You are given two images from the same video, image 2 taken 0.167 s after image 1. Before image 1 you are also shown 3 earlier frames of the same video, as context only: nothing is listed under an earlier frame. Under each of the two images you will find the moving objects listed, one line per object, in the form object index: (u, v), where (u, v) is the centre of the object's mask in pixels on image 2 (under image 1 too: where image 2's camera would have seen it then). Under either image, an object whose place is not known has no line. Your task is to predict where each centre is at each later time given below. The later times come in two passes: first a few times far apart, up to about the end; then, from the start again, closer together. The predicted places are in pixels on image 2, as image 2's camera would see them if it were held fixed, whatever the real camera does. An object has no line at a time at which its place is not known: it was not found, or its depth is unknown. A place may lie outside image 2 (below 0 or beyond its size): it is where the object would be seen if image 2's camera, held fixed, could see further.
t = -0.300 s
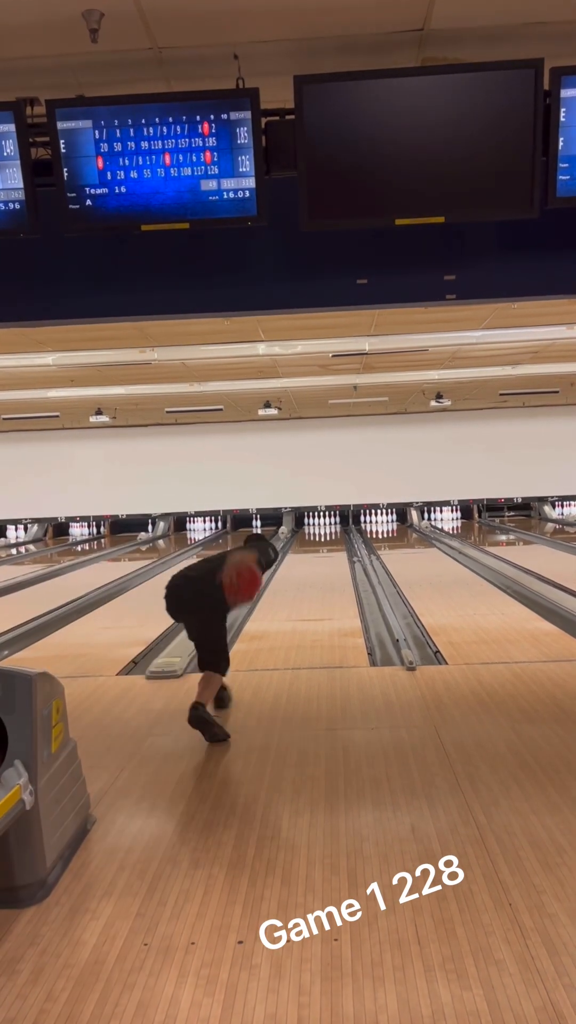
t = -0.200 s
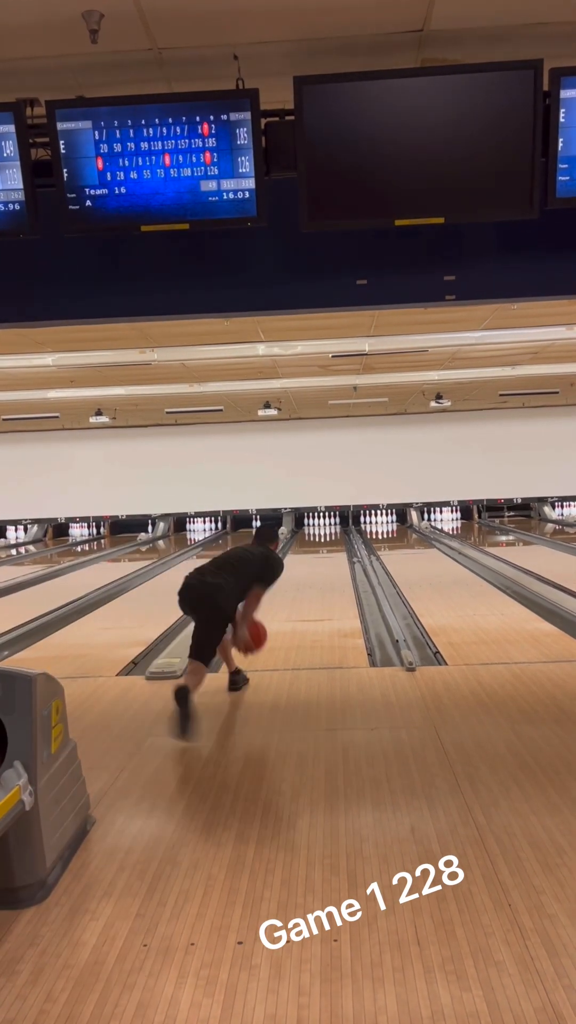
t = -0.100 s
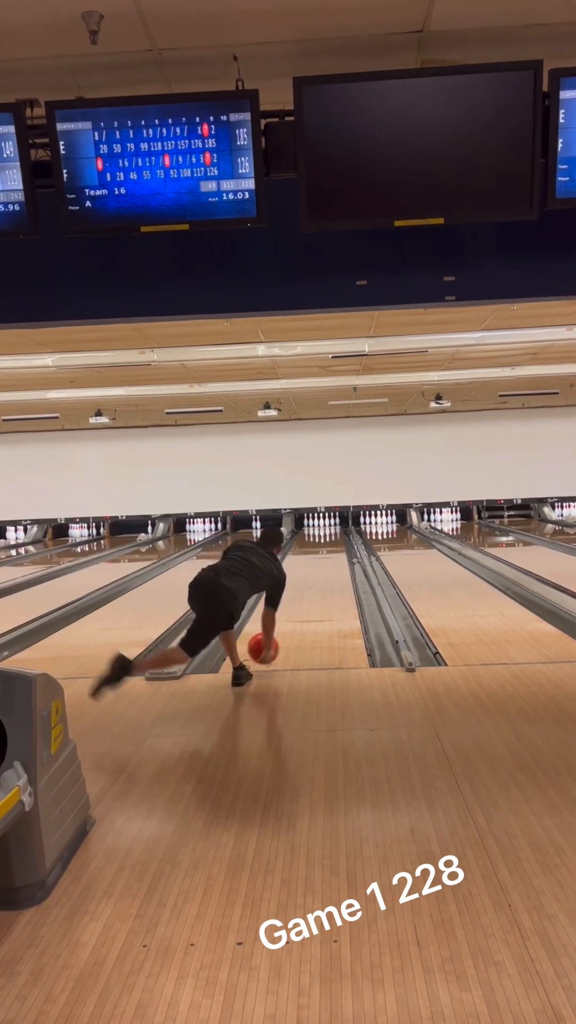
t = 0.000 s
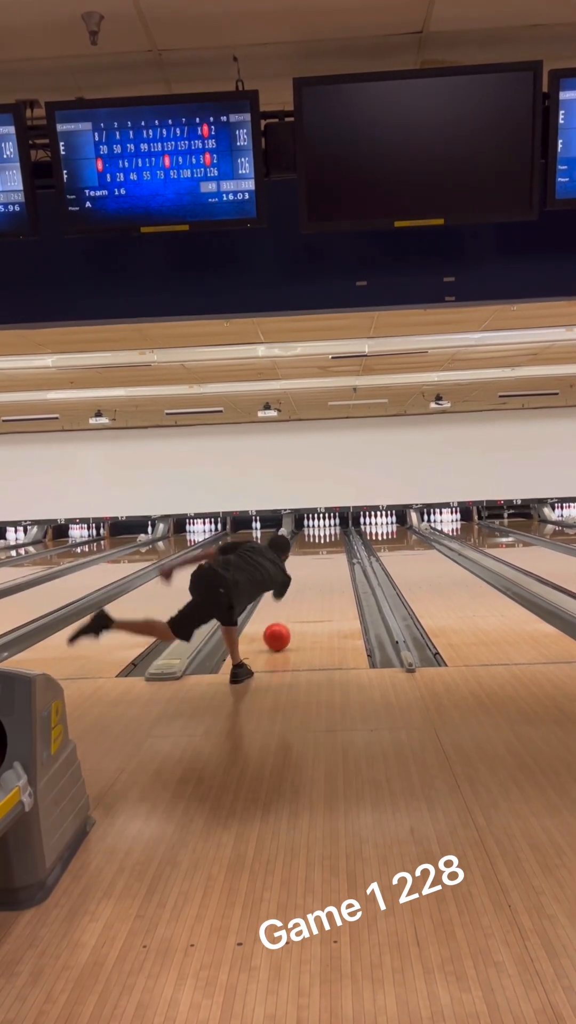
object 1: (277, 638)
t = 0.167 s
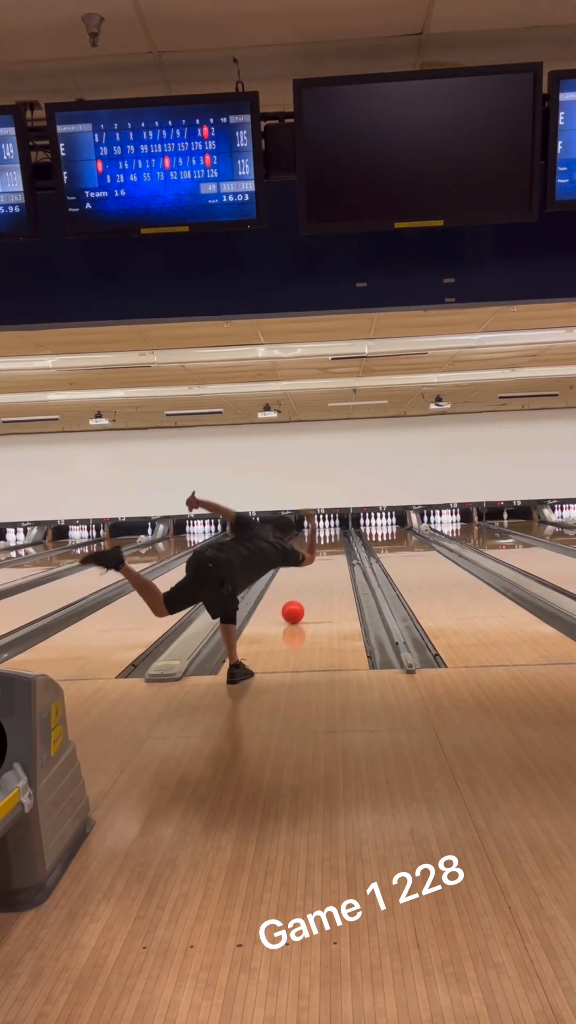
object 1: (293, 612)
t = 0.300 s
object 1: (302, 597)
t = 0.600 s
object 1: (317, 573)
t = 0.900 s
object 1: (326, 558)
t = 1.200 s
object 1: (331, 546)
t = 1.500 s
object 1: (334, 538)
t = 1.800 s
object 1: (334, 532)
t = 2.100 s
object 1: (327, 527)
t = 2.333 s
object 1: (322, 525)
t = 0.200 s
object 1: (295, 608)
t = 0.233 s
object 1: (298, 604)
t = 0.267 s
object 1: (300, 600)
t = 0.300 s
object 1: (302, 597)
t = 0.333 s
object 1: (304, 594)
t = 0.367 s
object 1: (306, 591)
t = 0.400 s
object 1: (308, 588)
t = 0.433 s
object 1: (309, 585)
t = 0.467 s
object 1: (307, 586)
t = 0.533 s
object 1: (314, 577)
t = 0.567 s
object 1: (315, 575)
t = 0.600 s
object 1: (317, 573)
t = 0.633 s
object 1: (318, 571)
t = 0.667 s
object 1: (319, 569)
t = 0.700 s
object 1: (320, 567)
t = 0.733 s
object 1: (321, 565)
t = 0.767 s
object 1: (322, 564)
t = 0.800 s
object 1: (323, 562)
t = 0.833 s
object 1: (324, 560)
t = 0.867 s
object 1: (325, 559)
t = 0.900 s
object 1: (326, 558)
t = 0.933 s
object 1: (326, 556)
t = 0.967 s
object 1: (327, 555)
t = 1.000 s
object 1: (328, 554)
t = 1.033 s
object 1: (328, 553)
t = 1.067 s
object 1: (329, 551)
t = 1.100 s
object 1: (330, 550)
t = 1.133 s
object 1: (330, 549)
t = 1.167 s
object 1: (331, 548)
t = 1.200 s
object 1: (331, 546)
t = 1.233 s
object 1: (332, 545)
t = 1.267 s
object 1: (332, 544)
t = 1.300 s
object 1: (333, 543)
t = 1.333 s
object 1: (333, 542)
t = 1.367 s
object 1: (333, 541)
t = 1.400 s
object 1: (333, 541)
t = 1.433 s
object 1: (334, 540)
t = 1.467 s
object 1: (334, 539)
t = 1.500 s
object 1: (334, 538)
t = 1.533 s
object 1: (334, 538)
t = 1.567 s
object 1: (335, 537)
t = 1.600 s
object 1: (335, 536)
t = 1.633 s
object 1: (335, 535)
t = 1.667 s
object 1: (335, 535)
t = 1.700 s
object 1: (335, 534)
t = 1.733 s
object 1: (335, 534)
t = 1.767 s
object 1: (334, 532)
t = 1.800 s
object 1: (334, 532)
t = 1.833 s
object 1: (334, 531)
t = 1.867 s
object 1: (333, 531)
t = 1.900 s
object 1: (332, 530)
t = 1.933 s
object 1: (332, 530)
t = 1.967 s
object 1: (331, 529)
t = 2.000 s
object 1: (331, 529)
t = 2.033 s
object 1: (330, 528)
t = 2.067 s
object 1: (329, 528)
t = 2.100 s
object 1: (327, 527)
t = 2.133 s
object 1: (327, 527)
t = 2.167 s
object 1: (326, 526)
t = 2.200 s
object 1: (325, 526)
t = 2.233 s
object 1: (324, 525)
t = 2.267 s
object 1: (323, 525)
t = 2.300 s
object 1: (323, 525)
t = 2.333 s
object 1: (322, 525)
